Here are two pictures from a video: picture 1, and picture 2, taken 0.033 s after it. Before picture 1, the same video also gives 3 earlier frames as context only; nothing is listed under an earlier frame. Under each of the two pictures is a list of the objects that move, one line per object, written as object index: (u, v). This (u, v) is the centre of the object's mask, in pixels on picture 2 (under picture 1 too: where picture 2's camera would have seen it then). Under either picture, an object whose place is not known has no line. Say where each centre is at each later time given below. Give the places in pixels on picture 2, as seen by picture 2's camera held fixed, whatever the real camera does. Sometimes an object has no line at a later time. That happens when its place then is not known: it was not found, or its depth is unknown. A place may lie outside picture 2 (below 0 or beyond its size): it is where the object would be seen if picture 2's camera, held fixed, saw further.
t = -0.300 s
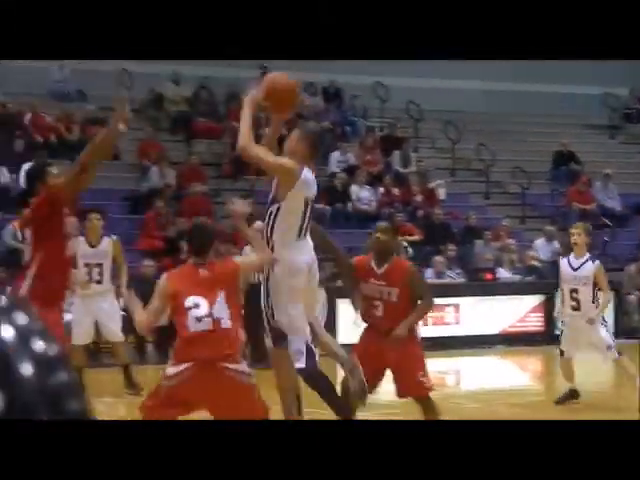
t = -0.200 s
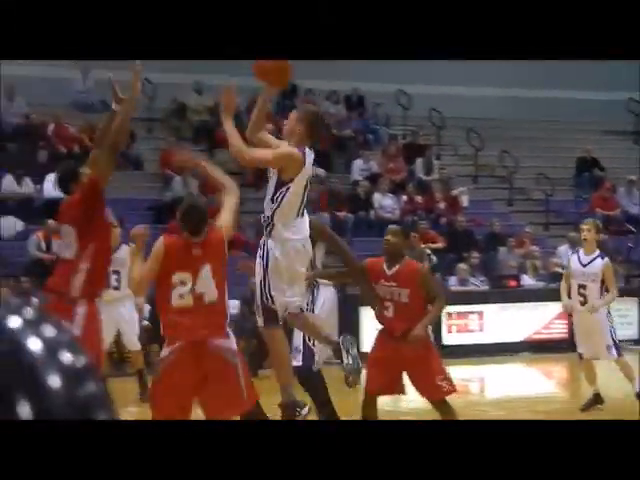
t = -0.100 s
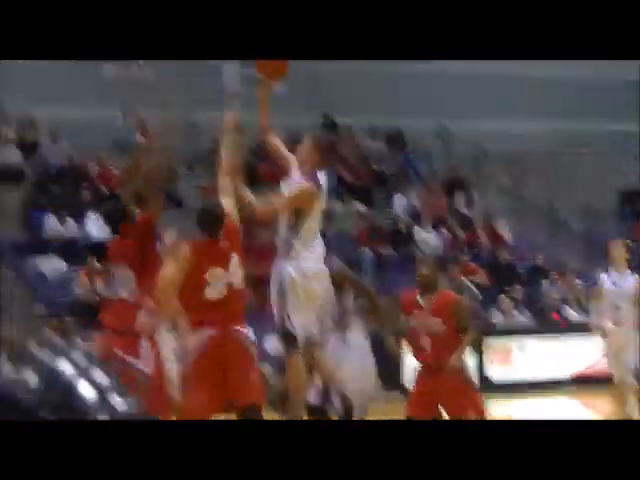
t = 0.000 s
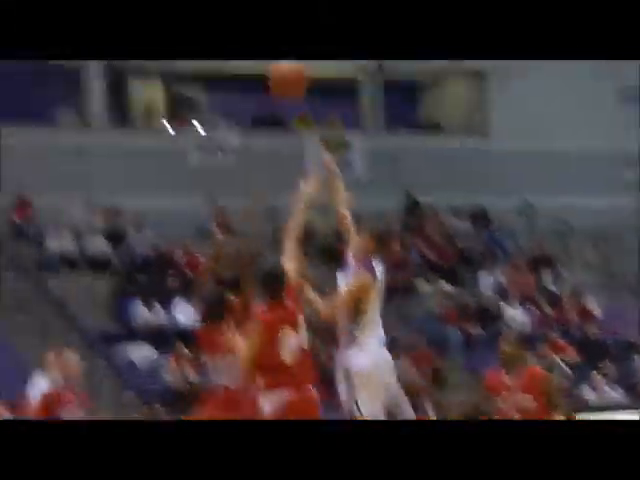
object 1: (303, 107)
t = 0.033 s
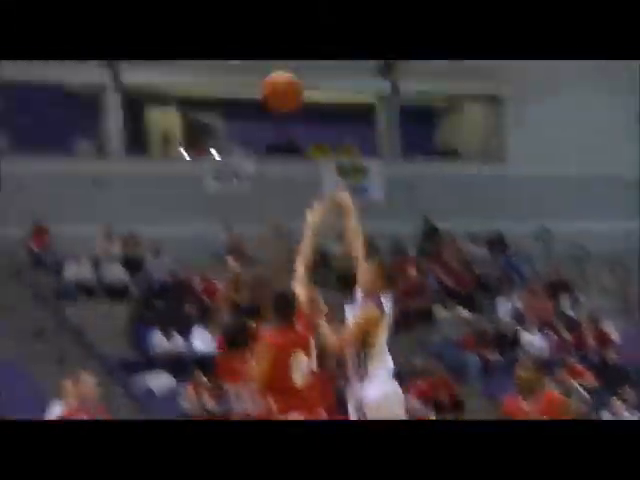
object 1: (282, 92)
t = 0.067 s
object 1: (261, 77)
